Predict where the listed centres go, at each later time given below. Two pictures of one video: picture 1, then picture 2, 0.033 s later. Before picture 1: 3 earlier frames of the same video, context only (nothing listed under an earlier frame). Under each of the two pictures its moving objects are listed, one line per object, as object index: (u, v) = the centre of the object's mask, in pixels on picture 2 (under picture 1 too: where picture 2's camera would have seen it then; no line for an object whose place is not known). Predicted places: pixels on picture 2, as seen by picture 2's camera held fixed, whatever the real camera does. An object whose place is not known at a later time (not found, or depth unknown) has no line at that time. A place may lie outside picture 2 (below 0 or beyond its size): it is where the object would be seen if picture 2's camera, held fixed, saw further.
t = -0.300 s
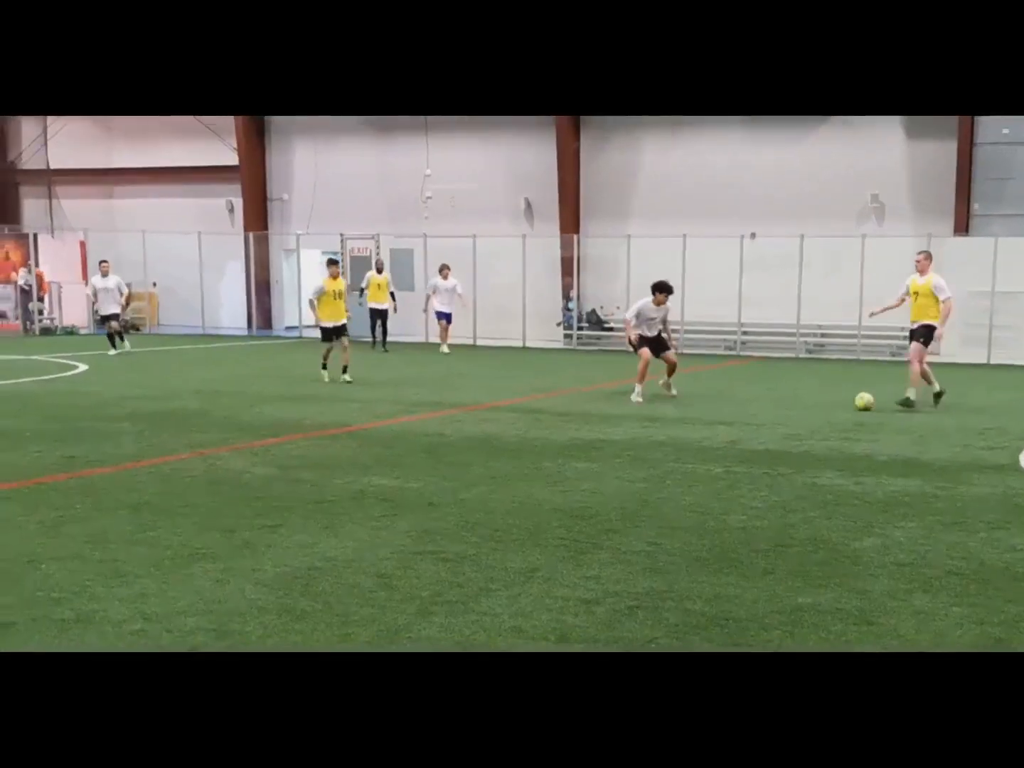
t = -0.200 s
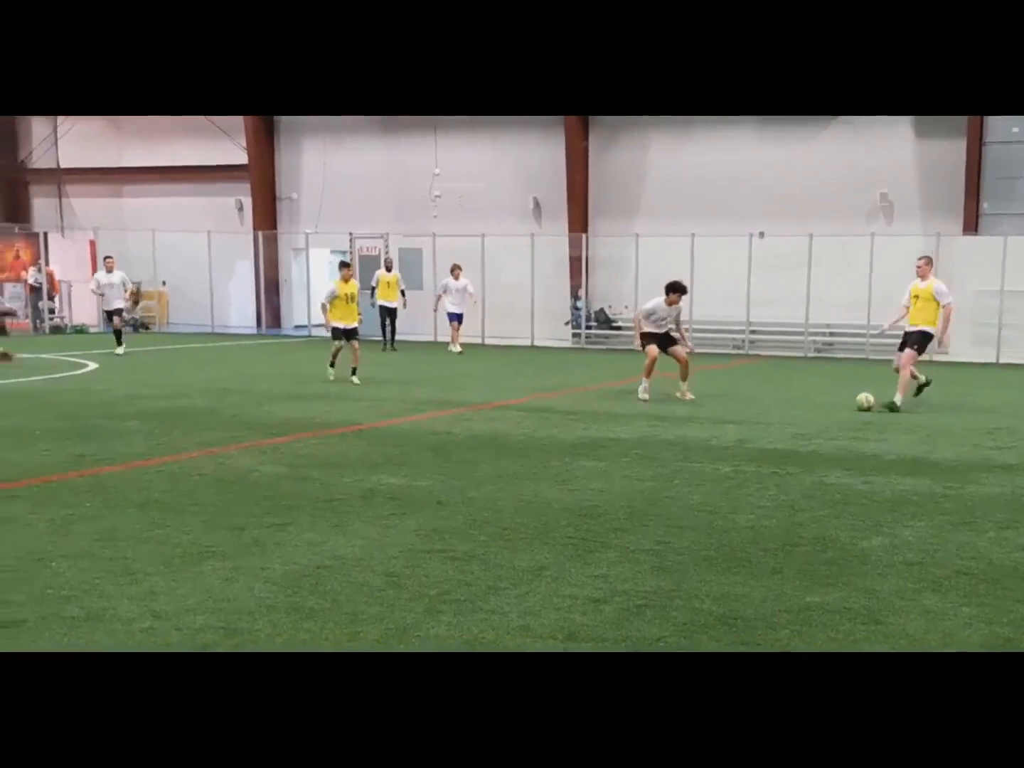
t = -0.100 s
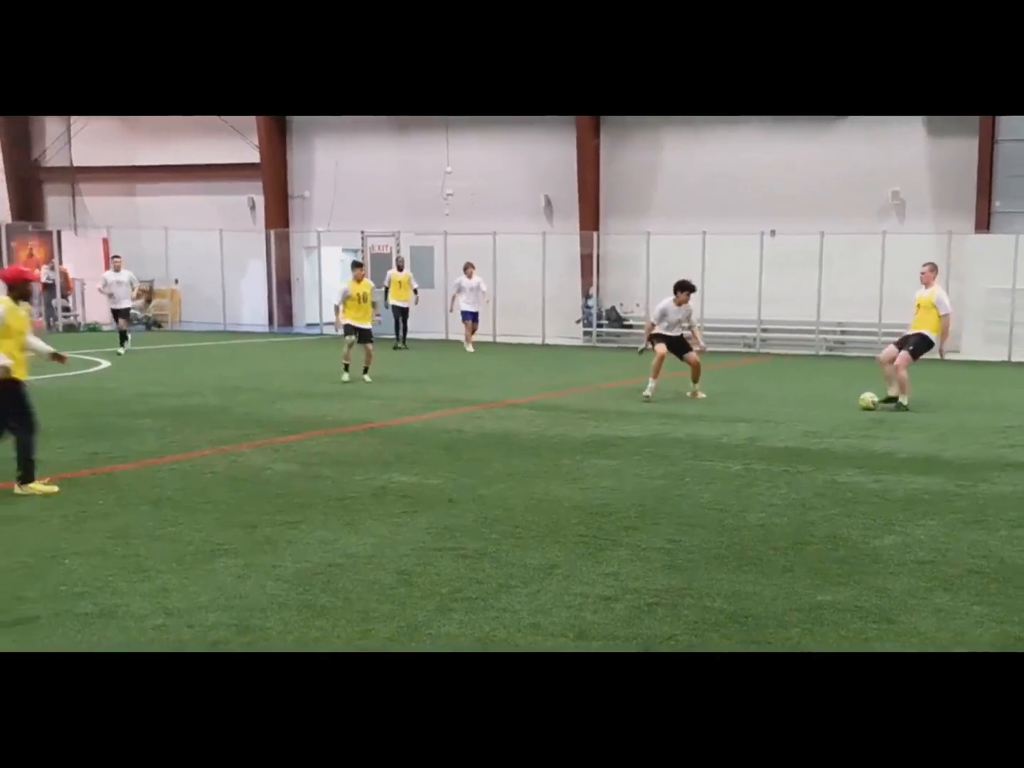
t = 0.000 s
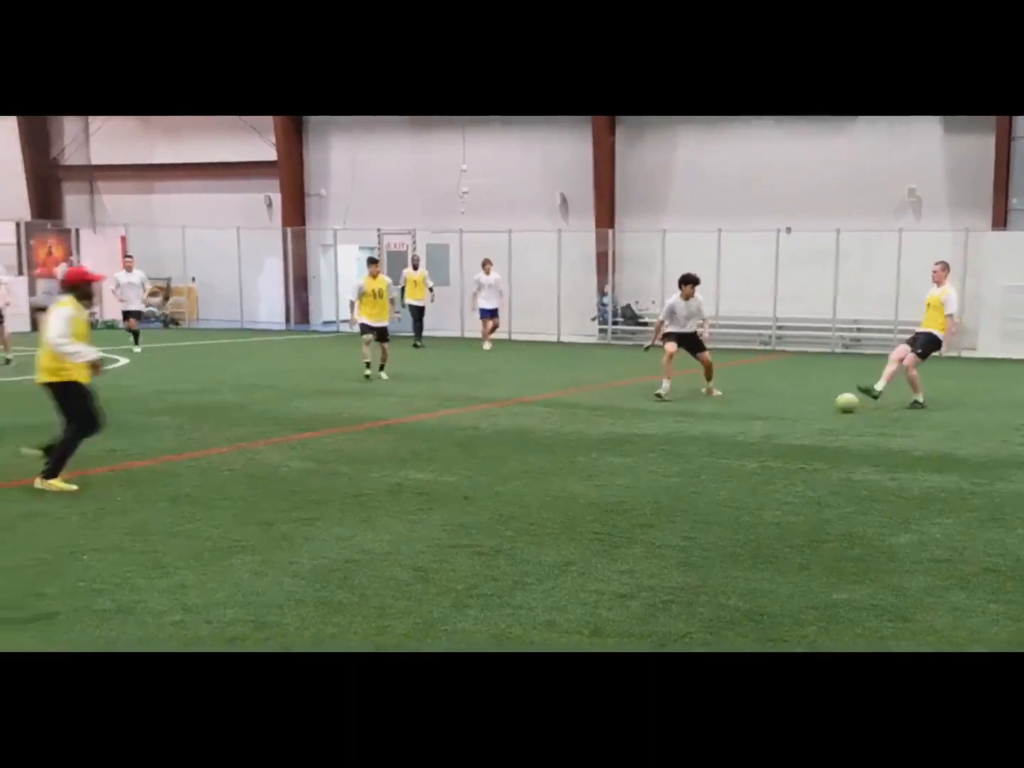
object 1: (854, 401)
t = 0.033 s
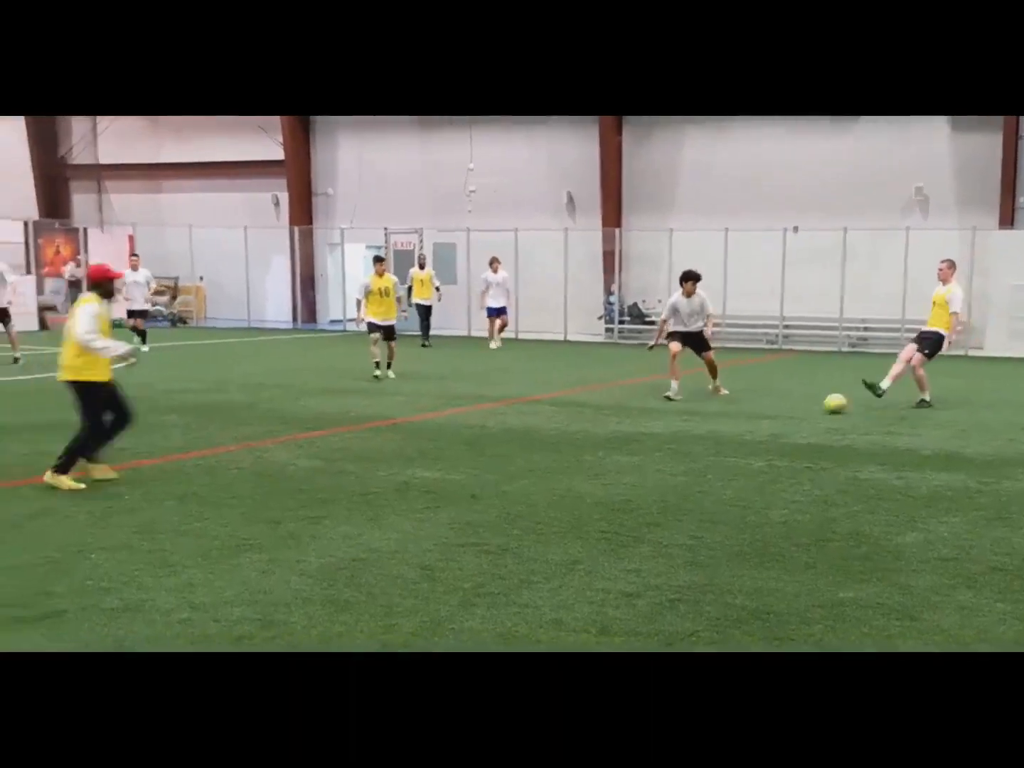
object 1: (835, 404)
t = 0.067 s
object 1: (816, 406)
